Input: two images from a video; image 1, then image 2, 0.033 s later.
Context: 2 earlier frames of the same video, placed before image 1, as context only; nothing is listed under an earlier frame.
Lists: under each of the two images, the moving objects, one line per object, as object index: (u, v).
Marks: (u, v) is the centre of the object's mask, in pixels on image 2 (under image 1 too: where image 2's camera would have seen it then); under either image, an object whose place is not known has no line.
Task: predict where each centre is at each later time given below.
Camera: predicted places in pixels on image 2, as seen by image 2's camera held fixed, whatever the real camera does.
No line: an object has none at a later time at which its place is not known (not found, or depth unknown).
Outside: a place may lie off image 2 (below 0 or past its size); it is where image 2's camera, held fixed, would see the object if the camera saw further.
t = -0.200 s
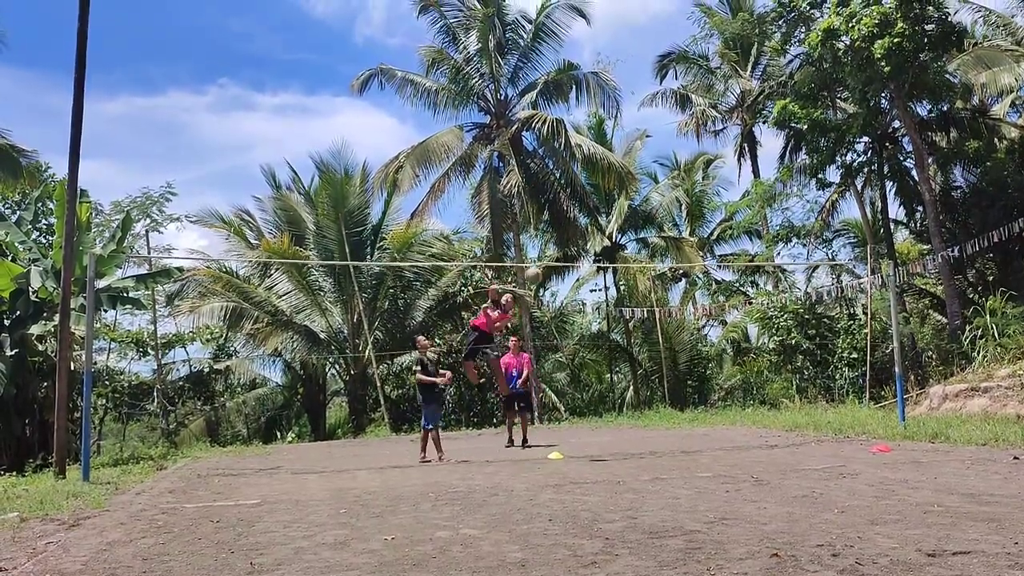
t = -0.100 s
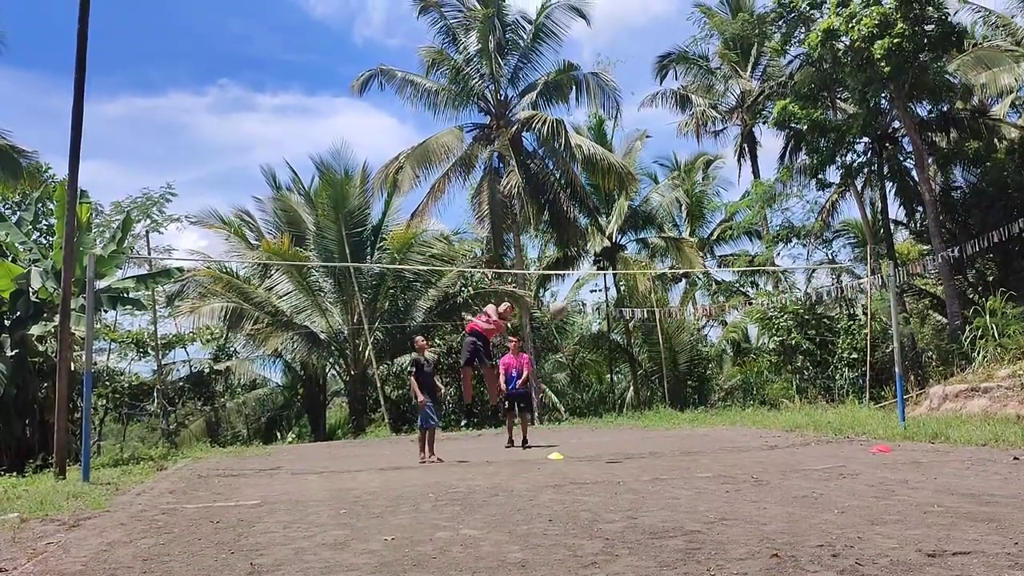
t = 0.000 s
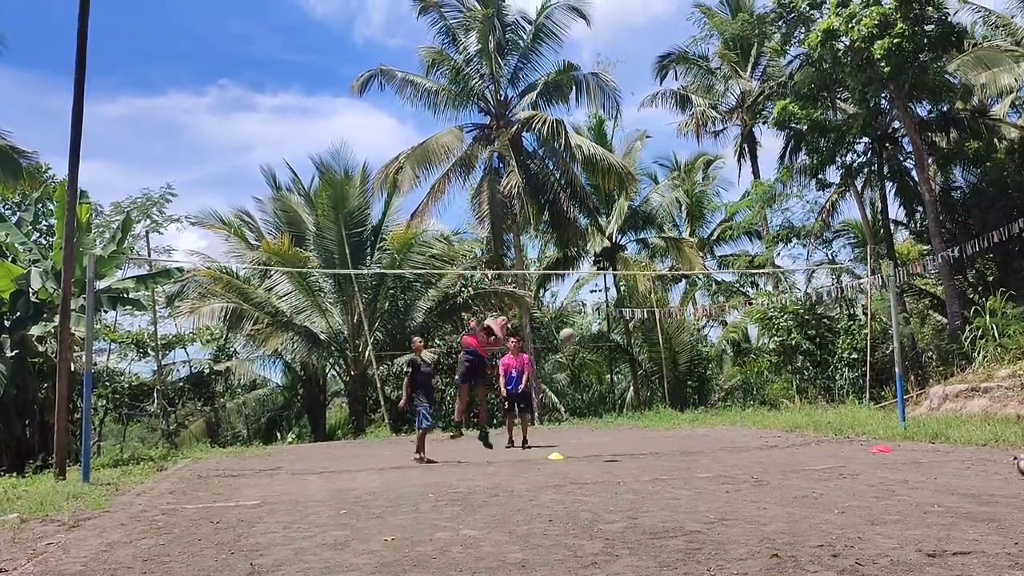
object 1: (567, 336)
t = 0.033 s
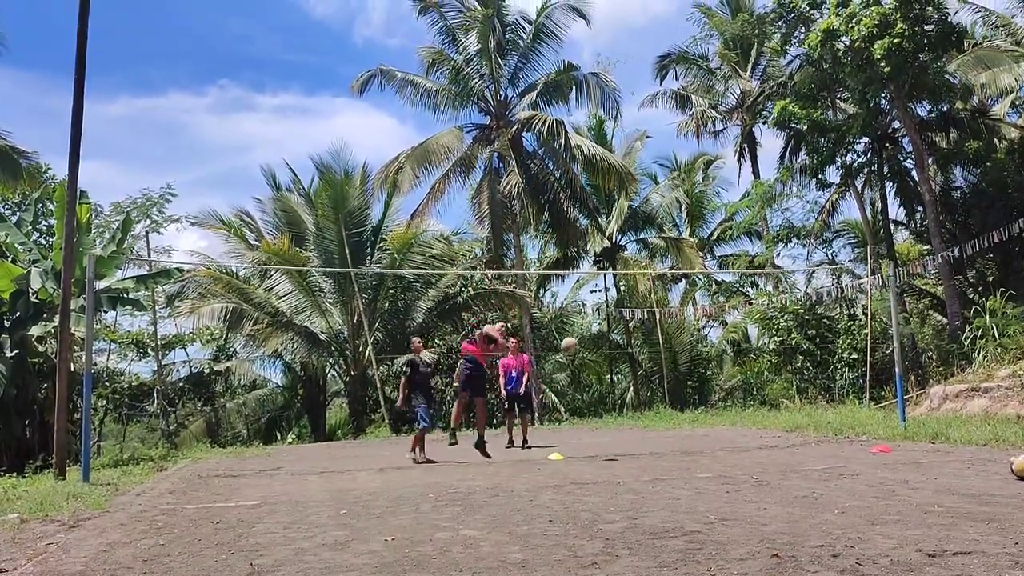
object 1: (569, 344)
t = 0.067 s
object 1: (570, 354)
